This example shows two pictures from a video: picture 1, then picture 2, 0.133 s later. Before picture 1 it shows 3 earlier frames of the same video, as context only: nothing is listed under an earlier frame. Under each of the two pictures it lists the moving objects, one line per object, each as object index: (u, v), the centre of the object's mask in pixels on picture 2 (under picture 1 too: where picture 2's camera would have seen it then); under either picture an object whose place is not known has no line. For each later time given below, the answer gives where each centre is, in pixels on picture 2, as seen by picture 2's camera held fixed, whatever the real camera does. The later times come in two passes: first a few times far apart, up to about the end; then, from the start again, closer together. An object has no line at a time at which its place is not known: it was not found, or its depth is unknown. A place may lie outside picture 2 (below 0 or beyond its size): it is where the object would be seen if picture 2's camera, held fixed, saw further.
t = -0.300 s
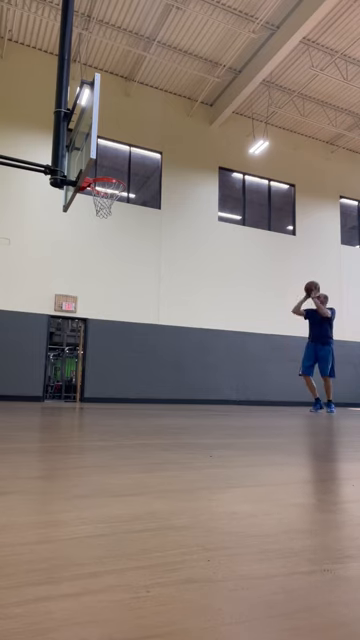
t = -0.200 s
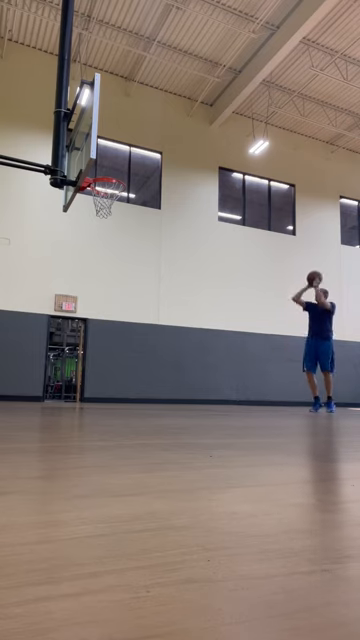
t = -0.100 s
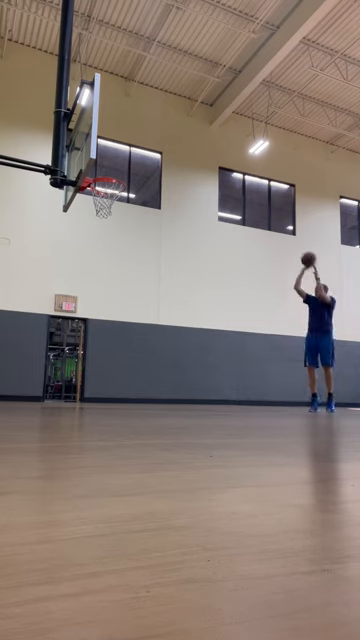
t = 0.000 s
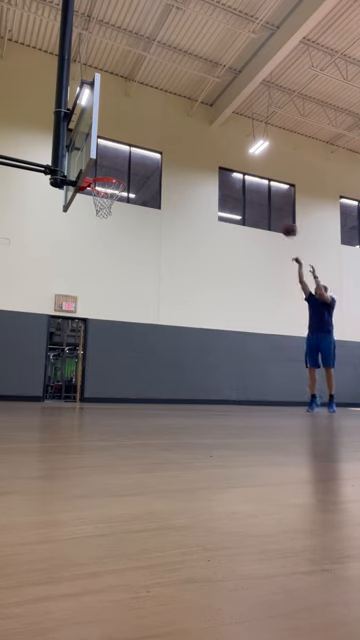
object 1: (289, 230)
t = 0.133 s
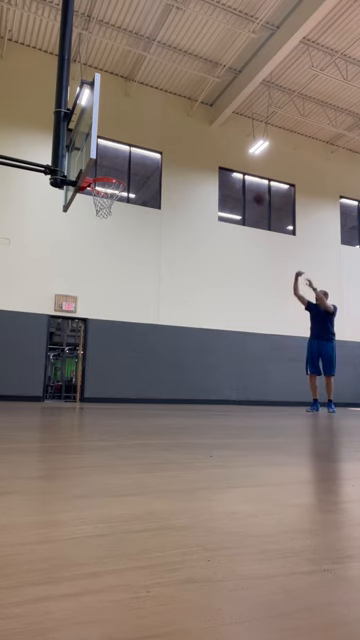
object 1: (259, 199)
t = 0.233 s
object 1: (237, 179)
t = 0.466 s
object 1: (182, 161)
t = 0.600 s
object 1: (149, 166)
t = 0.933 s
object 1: (87, 203)
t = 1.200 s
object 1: (77, 248)
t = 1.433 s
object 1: (67, 330)
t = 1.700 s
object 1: (70, 350)
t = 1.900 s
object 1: (86, 300)
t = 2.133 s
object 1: (103, 283)
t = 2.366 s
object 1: (119, 304)
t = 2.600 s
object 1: (132, 367)
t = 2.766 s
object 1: (141, 381)
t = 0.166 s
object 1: (251, 189)
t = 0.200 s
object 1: (244, 185)
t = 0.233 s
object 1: (237, 179)
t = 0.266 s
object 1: (229, 174)
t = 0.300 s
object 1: (221, 171)
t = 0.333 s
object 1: (214, 167)
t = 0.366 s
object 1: (206, 165)
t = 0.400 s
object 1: (198, 163)
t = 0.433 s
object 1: (190, 161)
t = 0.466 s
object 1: (182, 161)
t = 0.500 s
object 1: (174, 161)
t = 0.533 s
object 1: (167, 161)
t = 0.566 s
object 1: (159, 163)
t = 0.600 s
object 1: (149, 166)
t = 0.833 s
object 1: (91, 198)
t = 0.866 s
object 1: (88, 200)
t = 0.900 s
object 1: (88, 201)
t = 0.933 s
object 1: (87, 203)
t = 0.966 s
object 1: (86, 206)
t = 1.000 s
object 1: (85, 209)
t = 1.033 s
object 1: (84, 214)
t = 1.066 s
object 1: (83, 219)
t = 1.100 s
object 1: (81, 225)
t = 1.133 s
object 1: (80, 232)
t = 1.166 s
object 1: (78, 240)
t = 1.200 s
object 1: (77, 248)
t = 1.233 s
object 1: (76, 257)
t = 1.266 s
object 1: (74, 267)
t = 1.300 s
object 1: (72, 279)
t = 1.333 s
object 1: (71, 290)
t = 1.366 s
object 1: (69, 303)
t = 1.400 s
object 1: (67, 316)
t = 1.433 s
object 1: (67, 330)
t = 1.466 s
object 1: (64, 345)
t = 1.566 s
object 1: (56, 399)
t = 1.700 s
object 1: (70, 350)
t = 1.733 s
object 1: (71, 338)
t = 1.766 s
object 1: (74, 328)
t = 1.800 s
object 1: (78, 321)
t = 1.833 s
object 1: (80, 313)
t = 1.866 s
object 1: (84, 306)
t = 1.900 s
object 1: (86, 300)
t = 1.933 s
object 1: (89, 295)
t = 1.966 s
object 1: (91, 291)
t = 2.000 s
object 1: (94, 288)
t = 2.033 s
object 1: (96, 285)
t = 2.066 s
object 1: (99, 284)
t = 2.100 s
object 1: (101, 283)
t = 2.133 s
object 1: (103, 283)
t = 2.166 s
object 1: (106, 283)
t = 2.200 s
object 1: (108, 285)
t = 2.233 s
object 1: (110, 287)
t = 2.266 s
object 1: (112, 290)
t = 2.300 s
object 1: (114, 294)
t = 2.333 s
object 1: (117, 299)
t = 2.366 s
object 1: (119, 304)
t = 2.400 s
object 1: (121, 310)
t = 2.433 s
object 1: (123, 317)
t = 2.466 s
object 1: (125, 326)
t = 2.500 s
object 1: (127, 335)
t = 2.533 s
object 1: (129, 345)
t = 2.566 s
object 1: (131, 355)
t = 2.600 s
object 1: (132, 367)
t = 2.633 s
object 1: (134, 379)
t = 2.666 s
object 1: (135, 392)
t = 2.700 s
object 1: (137, 401)
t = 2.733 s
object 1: (139, 391)
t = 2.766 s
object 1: (141, 381)
